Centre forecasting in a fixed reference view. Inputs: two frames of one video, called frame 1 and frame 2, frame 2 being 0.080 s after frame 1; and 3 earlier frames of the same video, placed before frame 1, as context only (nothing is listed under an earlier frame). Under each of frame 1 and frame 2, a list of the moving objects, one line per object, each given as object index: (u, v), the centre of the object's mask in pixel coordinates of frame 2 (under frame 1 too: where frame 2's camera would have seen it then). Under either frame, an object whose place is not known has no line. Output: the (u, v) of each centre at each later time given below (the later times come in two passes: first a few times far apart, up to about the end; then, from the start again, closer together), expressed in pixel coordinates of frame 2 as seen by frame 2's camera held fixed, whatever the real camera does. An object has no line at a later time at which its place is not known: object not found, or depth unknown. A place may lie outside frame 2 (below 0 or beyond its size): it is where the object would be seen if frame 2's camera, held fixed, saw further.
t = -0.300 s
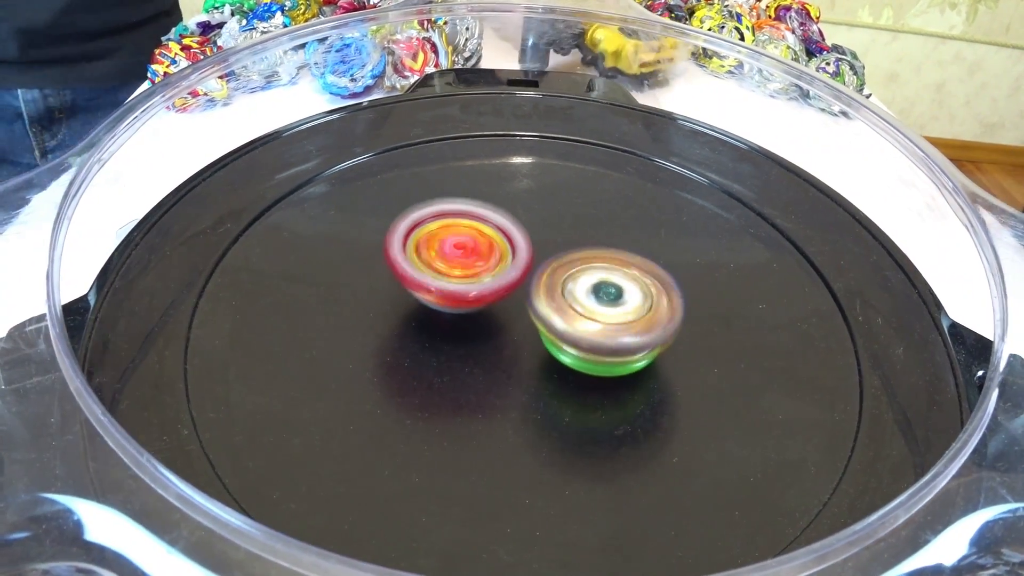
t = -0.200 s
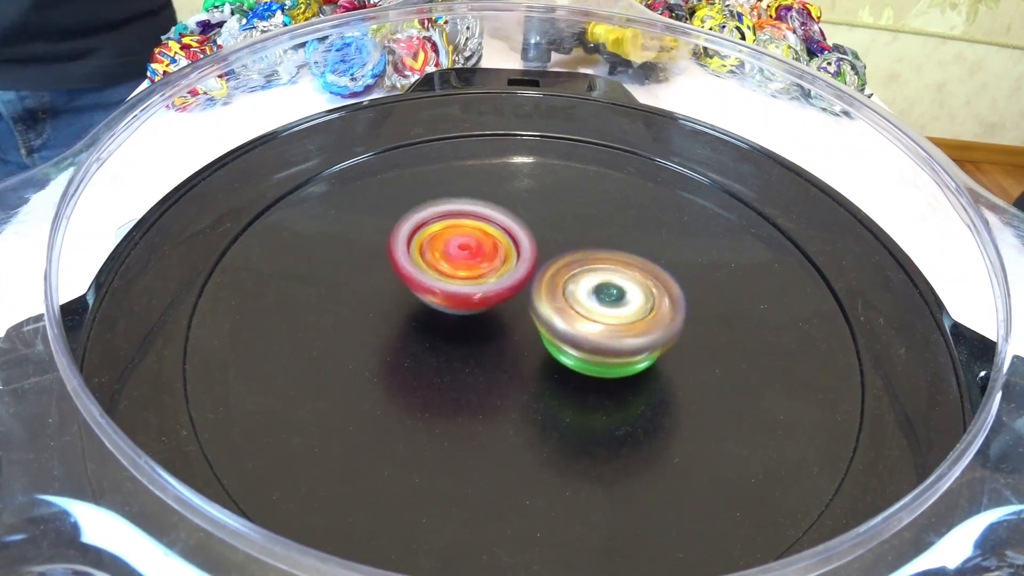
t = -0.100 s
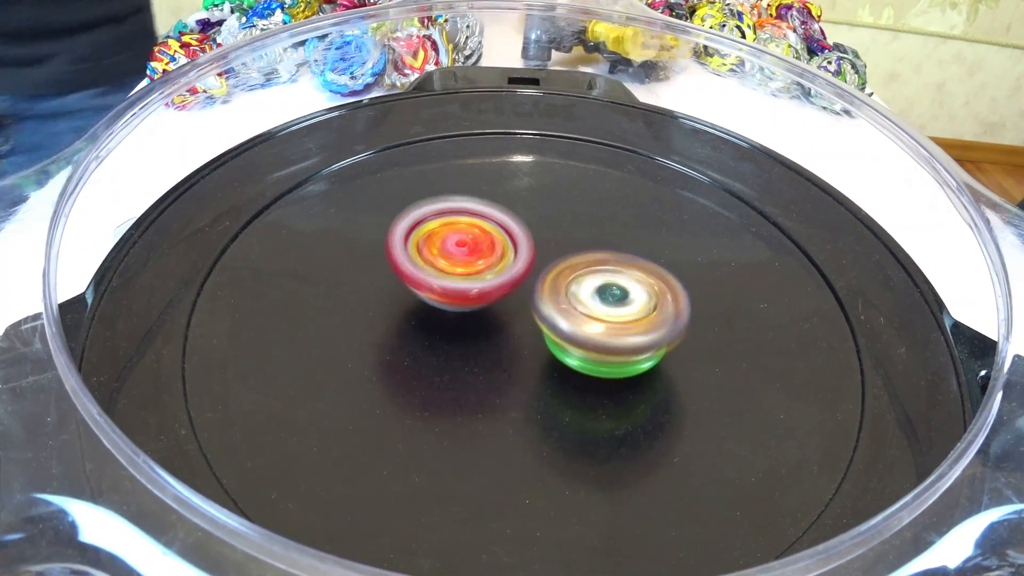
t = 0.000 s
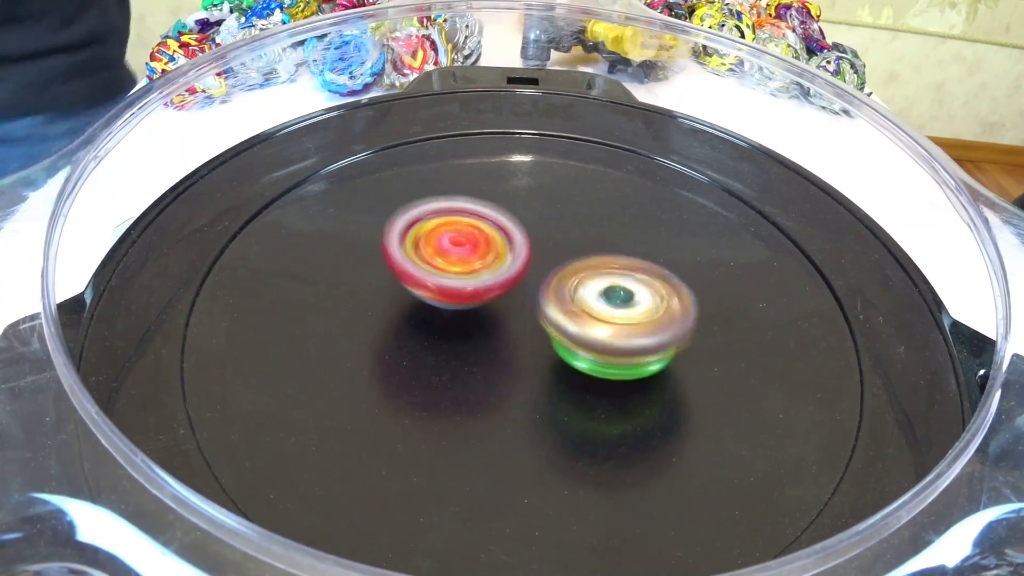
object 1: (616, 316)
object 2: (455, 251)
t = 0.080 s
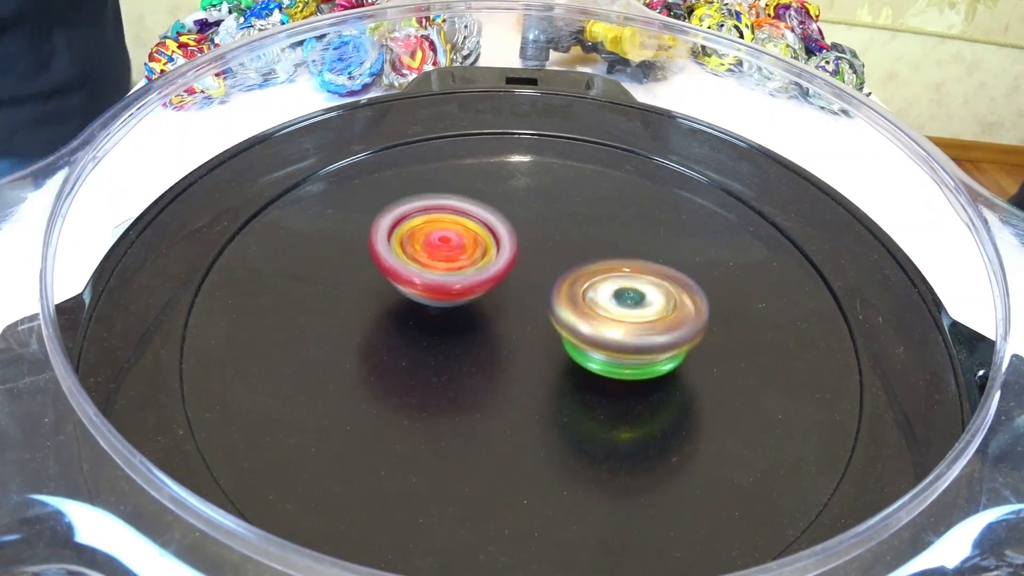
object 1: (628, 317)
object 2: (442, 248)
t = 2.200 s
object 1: (589, 304)
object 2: (448, 245)
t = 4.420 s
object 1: (590, 299)
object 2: (429, 286)
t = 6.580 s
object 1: (615, 333)
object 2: (461, 246)
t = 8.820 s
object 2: (512, 252)
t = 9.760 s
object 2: (568, 225)
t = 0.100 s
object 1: (627, 317)
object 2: (441, 248)
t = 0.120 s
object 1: (626, 317)
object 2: (440, 248)
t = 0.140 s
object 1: (625, 316)
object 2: (438, 248)
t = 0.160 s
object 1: (624, 316)
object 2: (439, 248)
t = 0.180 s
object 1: (623, 315)
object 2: (438, 249)
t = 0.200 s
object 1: (622, 315)
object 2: (438, 249)
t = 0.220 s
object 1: (620, 314)
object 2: (437, 250)
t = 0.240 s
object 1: (619, 313)
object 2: (437, 250)
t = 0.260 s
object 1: (618, 312)
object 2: (438, 251)
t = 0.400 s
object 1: (607, 307)
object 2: (452, 259)
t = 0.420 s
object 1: (606, 307)
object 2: (454, 261)
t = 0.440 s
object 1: (607, 308)
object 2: (455, 262)
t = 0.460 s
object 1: (615, 309)
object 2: (451, 261)
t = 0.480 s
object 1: (621, 308)
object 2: (447, 260)
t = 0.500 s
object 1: (624, 309)
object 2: (446, 261)
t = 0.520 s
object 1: (626, 309)
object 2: (445, 261)
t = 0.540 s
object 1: (625, 309)
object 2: (445, 262)
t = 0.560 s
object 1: (623, 309)
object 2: (445, 264)
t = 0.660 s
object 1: (607, 307)
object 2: (448, 269)
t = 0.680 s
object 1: (605, 307)
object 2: (450, 270)
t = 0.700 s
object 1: (605, 307)
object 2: (448, 270)
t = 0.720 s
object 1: (605, 307)
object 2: (446, 271)
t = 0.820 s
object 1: (600, 307)
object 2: (442, 274)
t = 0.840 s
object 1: (601, 306)
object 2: (441, 274)
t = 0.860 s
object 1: (600, 306)
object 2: (440, 275)
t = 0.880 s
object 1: (599, 306)
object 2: (440, 275)
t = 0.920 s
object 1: (597, 306)
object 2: (438, 276)
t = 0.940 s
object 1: (595, 307)
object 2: (438, 277)
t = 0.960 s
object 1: (597, 309)
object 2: (435, 277)
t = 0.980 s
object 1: (599, 308)
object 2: (433, 276)
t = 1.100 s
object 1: (591, 308)
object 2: (429, 277)
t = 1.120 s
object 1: (590, 308)
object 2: (429, 277)
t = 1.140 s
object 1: (589, 309)
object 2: (429, 277)
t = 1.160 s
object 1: (589, 308)
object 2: (429, 277)
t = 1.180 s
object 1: (589, 309)
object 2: (429, 277)
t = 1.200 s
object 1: (588, 308)
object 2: (429, 278)
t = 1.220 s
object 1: (589, 308)
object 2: (430, 277)
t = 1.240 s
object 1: (591, 308)
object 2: (427, 277)
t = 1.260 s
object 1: (594, 308)
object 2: (427, 276)
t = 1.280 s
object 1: (594, 308)
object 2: (425, 276)
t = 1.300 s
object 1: (594, 308)
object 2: (426, 276)
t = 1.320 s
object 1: (593, 308)
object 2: (426, 276)
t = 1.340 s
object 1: (591, 308)
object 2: (428, 276)
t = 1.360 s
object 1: (590, 308)
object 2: (429, 277)
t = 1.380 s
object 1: (589, 308)
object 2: (430, 277)
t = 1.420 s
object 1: (592, 308)
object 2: (429, 276)
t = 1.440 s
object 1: (592, 308)
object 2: (430, 276)
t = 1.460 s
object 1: (591, 307)
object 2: (430, 276)
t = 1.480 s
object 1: (590, 307)
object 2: (432, 276)
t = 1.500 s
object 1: (590, 308)
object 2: (431, 275)
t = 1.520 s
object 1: (591, 308)
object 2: (432, 274)
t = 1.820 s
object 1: (594, 304)
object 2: (441, 262)
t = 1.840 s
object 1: (595, 304)
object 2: (441, 261)
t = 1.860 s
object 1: (595, 305)
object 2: (442, 260)
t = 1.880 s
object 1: (595, 305)
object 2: (442, 259)
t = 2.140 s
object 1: (592, 304)
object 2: (446, 246)
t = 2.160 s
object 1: (591, 304)
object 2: (446, 246)
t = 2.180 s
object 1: (590, 304)
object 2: (448, 245)
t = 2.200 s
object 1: (589, 304)
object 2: (448, 245)
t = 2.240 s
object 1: (591, 306)
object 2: (447, 243)
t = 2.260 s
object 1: (592, 305)
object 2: (448, 242)
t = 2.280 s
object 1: (592, 306)
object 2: (447, 241)
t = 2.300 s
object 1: (591, 305)
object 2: (448, 241)
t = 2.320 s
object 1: (589, 305)
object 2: (448, 241)
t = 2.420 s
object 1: (588, 306)
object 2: (451, 240)
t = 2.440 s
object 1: (588, 306)
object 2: (451, 241)
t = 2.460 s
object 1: (587, 305)
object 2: (452, 241)
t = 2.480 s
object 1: (587, 306)
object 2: (452, 241)
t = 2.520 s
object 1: (590, 307)
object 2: (451, 240)
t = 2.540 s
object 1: (590, 307)
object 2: (452, 240)
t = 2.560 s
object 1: (589, 307)
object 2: (452, 241)
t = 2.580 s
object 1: (588, 306)
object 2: (453, 241)
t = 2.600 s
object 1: (588, 308)
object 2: (452, 241)
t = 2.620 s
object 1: (595, 312)
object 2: (447, 239)
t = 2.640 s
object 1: (602, 313)
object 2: (442, 237)
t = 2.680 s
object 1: (609, 317)
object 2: (437, 235)
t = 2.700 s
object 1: (610, 317)
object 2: (436, 235)
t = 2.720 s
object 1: (609, 317)
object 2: (433, 235)
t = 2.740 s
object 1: (609, 317)
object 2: (433, 235)
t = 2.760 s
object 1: (607, 317)
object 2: (431, 236)
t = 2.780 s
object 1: (607, 317)
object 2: (431, 236)
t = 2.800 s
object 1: (605, 316)
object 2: (430, 237)
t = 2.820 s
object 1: (604, 316)
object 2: (430, 238)
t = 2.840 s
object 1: (603, 315)
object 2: (430, 239)
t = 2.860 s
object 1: (602, 315)
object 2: (430, 240)
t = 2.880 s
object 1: (600, 313)
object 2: (431, 242)
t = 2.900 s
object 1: (598, 313)
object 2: (432, 243)
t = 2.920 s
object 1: (596, 312)
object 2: (433, 245)
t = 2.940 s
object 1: (595, 311)
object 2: (435, 247)
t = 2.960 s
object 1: (592, 310)
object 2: (438, 249)
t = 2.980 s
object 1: (591, 310)
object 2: (440, 251)
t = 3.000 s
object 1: (589, 309)
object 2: (443, 254)
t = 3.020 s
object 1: (589, 310)
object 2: (443, 256)
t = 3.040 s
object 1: (592, 310)
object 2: (443, 256)
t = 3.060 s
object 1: (594, 309)
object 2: (443, 258)
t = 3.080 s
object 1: (593, 309)
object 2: (445, 260)
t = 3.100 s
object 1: (594, 309)
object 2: (444, 261)
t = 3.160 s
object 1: (596, 311)
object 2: (444, 264)
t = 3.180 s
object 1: (596, 311)
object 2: (443, 266)
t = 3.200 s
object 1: (594, 310)
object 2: (443, 267)
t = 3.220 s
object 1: (596, 311)
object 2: (441, 267)
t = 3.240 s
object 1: (599, 312)
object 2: (440, 267)
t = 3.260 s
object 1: (600, 312)
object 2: (437, 269)
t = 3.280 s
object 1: (600, 312)
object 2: (437, 269)
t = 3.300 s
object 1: (598, 312)
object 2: (436, 271)
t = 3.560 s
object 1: (593, 308)
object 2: (425, 281)
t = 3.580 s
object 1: (593, 308)
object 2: (425, 282)
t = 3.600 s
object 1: (591, 307)
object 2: (425, 283)
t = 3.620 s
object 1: (589, 307)
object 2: (424, 284)
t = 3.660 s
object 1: (586, 307)
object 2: (424, 284)
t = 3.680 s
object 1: (586, 306)
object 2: (424, 285)
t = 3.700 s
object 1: (588, 307)
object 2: (421, 285)
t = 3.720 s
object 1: (590, 306)
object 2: (421, 285)
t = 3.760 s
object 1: (588, 304)
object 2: (418, 286)
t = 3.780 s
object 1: (586, 304)
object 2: (418, 286)
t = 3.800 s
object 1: (584, 304)
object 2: (419, 287)
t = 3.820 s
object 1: (582, 304)
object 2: (419, 287)
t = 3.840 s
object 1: (581, 304)
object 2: (419, 287)
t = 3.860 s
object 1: (579, 303)
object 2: (420, 287)
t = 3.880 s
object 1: (581, 304)
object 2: (417, 287)
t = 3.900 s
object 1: (584, 302)
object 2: (415, 287)
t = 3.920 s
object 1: (585, 301)
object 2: (412, 287)
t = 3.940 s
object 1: (585, 301)
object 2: (413, 287)
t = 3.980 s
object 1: (583, 301)
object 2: (414, 288)
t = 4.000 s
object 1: (582, 302)
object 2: (414, 288)
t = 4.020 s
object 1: (581, 302)
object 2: (416, 288)
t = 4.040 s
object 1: (580, 302)
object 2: (416, 289)
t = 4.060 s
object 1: (579, 303)
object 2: (418, 289)
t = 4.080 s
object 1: (581, 302)
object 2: (416, 289)
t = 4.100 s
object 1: (589, 302)
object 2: (410, 288)
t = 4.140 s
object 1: (601, 301)
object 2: (401, 286)
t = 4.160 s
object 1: (604, 300)
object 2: (401, 286)
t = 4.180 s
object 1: (606, 300)
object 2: (400, 286)
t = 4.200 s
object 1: (606, 299)
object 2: (401, 285)
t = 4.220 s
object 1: (604, 299)
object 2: (402, 286)
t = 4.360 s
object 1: (593, 299)
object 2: (418, 287)
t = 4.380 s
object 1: (591, 299)
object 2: (423, 287)
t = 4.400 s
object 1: (589, 299)
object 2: (427, 287)
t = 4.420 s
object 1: (590, 299)
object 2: (429, 286)
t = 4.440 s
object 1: (593, 299)
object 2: (430, 285)
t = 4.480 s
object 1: (594, 298)
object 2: (433, 284)
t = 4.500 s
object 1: (594, 298)
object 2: (434, 284)
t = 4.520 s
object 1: (595, 298)
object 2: (436, 283)
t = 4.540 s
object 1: (599, 299)
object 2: (435, 282)
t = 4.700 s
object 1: (600, 298)
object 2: (441, 276)
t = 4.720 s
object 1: (600, 298)
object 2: (442, 275)
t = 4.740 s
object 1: (600, 298)
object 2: (441, 275)
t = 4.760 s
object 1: (601, 297)
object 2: (440, 274)
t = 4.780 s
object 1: (601, 297)
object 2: (440, 273)
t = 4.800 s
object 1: (600, 296)
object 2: (441, 272)
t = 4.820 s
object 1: (599, 297)
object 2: (442, 272)
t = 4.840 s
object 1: (598, 297)
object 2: (442, 271)
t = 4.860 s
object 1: (602, 298)
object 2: (439, 270)
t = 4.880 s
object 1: (607, 298)
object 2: (436, 268)
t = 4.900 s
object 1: (611, 298)
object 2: (435, 266)
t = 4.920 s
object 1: (611, 298)
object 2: (433, 265)
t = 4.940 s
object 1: (611, 298)
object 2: (433, 264)
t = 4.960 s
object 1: (610, 298)
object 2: (432, 263)
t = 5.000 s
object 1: (607, 299)
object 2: (432, 261)
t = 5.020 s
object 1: (605, 299)
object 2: (432, 260)
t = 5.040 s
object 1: (604, 299)
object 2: (434, 260)
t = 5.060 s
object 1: (602, 299)
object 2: (435, 260)
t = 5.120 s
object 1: (597, 300)
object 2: (440, 259)
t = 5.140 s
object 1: (596, 300)
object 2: (442, 259)
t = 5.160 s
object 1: (595, 300)
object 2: (444, 260)
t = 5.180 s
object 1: (596, 301)
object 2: (446, 259)
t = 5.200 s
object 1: (601, 302)
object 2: (443, 257)
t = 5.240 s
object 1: (610, 303)
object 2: (439, 255)
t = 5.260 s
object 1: (611, 303)
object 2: (438, 254)
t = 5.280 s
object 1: (611, 303)
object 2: (440, 254)
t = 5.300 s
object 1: (611, 303)
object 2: (441, 254)
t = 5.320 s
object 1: (609, 304)
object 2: (443, 254)
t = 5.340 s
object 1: (608, 304)
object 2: (443, 254)
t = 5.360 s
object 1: (606, 305)
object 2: (445, 255)
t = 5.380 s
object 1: (605, 305)
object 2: (448, 256)
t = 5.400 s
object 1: (604, 305)
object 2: (449, 256)
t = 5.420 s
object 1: (602, 305)
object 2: (453, 257)
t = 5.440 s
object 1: (606, 306)
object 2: (451, 257)
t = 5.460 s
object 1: (611, 308)
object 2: (449, 256)
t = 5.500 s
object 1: (618, 309)
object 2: (445, 255)
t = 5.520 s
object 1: (619, 309)
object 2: (446, 254)
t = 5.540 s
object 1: (618, 309)
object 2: (446, 254)
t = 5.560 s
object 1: (616, 309)
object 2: (447, 255)
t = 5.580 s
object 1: (615, 309)
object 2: (449, 256)
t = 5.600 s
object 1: (613, 308)
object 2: (451, 257)
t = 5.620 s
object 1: (611, 308)
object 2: (454, 258)
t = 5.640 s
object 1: (610, 308)
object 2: (455, 259)
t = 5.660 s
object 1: (608, 308)
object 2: (457, 261)
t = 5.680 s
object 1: (612, 311)
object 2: (456, 260)
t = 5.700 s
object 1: (617, 313)
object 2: (455, 258)
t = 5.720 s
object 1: (620, 314)
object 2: (456, 258)
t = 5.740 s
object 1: (621, 315)
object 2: (455, 257)
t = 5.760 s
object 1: (621, 315)
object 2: (456, 257)
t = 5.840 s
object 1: (613, 314)
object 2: (460, 257)
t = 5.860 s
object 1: (612, 313)
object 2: (462, 258)
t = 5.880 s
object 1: (611, 314)
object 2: (464, 258)
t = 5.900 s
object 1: (611, 313)
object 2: (463, 258)
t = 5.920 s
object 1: (612, 314)
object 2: (463, 257)
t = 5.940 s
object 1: (611, 313)
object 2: (464, 257)
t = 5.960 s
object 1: (611, 313)
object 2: (464, 256)
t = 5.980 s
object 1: (610, 313)
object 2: (464, 257)
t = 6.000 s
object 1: (610, 313)
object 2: (464, 257)
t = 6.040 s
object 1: (623, 316)
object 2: (455, 253)
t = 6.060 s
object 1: (626, 317)
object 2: (450, 250)
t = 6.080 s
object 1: (627, 317)
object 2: (448, 249)
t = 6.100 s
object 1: (627, 317)
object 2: (446, 248)
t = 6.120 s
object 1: (625, 316)
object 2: (445, 246)
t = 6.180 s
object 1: (619, 317)
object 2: (442, 245)
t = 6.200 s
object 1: (618, 317)
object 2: (442, 245)
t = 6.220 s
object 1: (615, 316)
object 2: (441, 245)
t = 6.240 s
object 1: (613, 316)
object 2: (442, 245)
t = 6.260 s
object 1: (611, 315)
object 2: (444, 246)
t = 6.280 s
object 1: (609, 315)
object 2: (444, 246)
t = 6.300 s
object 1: (607, 315)
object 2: (446, 247)
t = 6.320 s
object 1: (604, 315)
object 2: (449, 249)
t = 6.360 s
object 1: (601, 315)
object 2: (452, 251)
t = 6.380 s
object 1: (599, 316)
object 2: (455, 253)
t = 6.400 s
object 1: (597, 316)
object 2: (458, 254)
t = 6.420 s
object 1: (601, 319)
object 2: (458, 254)
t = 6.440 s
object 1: (608, 324)
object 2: (456, 250)
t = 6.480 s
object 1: (617, 332)
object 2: (456, 247)
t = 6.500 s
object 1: (619, 333)
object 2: (458, 247)
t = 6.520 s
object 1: (619, 334)
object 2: (458, 246)
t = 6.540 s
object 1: (617, 334)
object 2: (458, 245)
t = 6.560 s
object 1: (617, 334)
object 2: (460, 246)
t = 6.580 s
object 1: (615, 333)
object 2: (461, 246)
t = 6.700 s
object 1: (606, 333)
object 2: (472, 250)
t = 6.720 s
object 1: (605, 332)
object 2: (473, 251)
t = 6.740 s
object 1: (604, 332)
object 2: (475, 252)
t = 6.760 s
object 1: (604, 332)
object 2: (478, 253)
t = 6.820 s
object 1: (614, 336)
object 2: (480, 251)
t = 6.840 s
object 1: (614, 336)
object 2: (479, 252)
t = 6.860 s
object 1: (613, 335)
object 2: (481, 253)
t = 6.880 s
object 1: (612, 334)
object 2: (480, 253)
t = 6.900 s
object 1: (608, 334)
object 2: (479, 254)
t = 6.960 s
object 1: (605, 332)
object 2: (477, 254)
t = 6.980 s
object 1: (605, 332)
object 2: (479, 255)
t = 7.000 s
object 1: (614, 338)
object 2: (472, 253)
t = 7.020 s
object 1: (624, 342)
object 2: (462, 248)
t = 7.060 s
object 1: (639, 348)
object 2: (448, 240)
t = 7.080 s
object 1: (643, 350)
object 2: (444, 238)
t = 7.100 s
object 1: (645, 350)
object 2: (444, 236)
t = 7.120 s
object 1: (644, 350)
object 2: (440, 232)
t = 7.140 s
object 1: (643, 349)
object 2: (440, 232)
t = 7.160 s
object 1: (640, 348)
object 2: (441, 231)
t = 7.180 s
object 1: (636, 347)
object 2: (440, 230)
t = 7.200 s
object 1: (633, 346)
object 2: (440, 230)
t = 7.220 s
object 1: (629, 345)
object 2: (441, 231)
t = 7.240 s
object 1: (625, 345)
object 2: (441, 231)
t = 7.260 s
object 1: (622, 344)
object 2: (441, 230)
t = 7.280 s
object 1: (618, 343)
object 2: (443, 232)
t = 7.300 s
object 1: (615, 343)
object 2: (446, 234)
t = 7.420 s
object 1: (594, 335)
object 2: (460, 242)
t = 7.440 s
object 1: (588, 333)
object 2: (462, 246)
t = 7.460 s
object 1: (582, 331)
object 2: (464, 245)
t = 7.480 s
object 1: (584, 335)
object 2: (464, 243)
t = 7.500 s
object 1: (584, 337)
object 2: (461, 243)
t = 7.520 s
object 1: (584, 340)
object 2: (460, 239)
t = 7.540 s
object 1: (581, 340)
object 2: (462, 238)
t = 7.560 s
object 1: (578, 341)
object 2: (466, 239)
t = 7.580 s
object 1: (576, 342)
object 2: (467, 240)
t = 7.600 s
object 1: (575, 342)
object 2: (470, 241)
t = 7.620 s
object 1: (574, 342)
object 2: (474, 243)
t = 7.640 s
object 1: (575, 344)
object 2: (476, 247)
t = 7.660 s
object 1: (582, 350)
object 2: (474, 245)
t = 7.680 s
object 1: (590, 360)
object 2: (471, 241)
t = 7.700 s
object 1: (597, 367)
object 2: (468, 239)
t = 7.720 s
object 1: (598, 376)
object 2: (463, 236)
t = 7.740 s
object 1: (600, 383)
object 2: (464, 236)
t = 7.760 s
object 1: (599, 389)
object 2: (465, 236)
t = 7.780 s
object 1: (599, 393)
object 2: (466, 237)
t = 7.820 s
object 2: (466, 239)
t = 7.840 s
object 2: (469, 241)
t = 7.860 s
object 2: (467, 243)
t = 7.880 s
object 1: (594, 398)
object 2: (467, 244)
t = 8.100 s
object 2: (474, 274)
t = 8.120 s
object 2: (476, 276)
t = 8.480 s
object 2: (485, 257)
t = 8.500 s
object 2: (485, 254)
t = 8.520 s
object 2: (485, 252)
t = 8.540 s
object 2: (487, 247)
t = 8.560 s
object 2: (491, 247)
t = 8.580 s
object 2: (493, 247)
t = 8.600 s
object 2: (494, 248)
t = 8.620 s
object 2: (496, 246)
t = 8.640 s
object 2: (497, 248)
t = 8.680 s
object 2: (498, 248)
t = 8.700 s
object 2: (502, 247)
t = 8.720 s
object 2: (505, 249)
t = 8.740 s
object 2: (506, 250)
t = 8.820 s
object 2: (512, 252)
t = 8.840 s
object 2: (513, 253)
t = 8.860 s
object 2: (518, 252)
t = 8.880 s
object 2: (519, 255)
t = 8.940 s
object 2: (522, 256)
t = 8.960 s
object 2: (522, 257)
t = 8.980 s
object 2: (526, 258)
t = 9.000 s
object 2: (525, 257)
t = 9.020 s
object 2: (530, 253)
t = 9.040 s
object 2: (528, 251)
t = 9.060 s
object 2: (529, 249)
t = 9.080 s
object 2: (528, 247)
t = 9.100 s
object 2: (530, 246)
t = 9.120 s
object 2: (528, 244)
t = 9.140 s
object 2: (530, 244)
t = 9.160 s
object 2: (530, 242)
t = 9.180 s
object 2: (532, 242)
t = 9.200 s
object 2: (531, 241)
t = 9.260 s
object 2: (535, 239)
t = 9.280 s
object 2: (534, 238)
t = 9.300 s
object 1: (517, 355)
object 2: (537, 237)
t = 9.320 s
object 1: (517, 354)
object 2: (538, 236)
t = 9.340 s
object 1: (517, 354)
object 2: (542, 235)
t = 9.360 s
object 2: (543, 235)
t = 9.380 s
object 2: (546, 236)
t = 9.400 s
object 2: (544, 235)
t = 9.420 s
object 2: (544, 235)
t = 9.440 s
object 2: (543, 235)
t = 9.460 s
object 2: (546, 236)
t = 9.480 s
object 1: (509, 349)
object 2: (546, 235)
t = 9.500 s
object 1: (503, 358)
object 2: (550, 235)
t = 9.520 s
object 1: (496, 365)
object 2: (555, 231)
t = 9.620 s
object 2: (568, 222)
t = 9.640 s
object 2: (568, 223)
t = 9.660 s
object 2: (568, 221)
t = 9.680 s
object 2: (567, 222)
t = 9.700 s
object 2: (568, 221)
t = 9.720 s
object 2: (568, 223)
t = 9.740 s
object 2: (568, 223)
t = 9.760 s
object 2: (568, 225)
